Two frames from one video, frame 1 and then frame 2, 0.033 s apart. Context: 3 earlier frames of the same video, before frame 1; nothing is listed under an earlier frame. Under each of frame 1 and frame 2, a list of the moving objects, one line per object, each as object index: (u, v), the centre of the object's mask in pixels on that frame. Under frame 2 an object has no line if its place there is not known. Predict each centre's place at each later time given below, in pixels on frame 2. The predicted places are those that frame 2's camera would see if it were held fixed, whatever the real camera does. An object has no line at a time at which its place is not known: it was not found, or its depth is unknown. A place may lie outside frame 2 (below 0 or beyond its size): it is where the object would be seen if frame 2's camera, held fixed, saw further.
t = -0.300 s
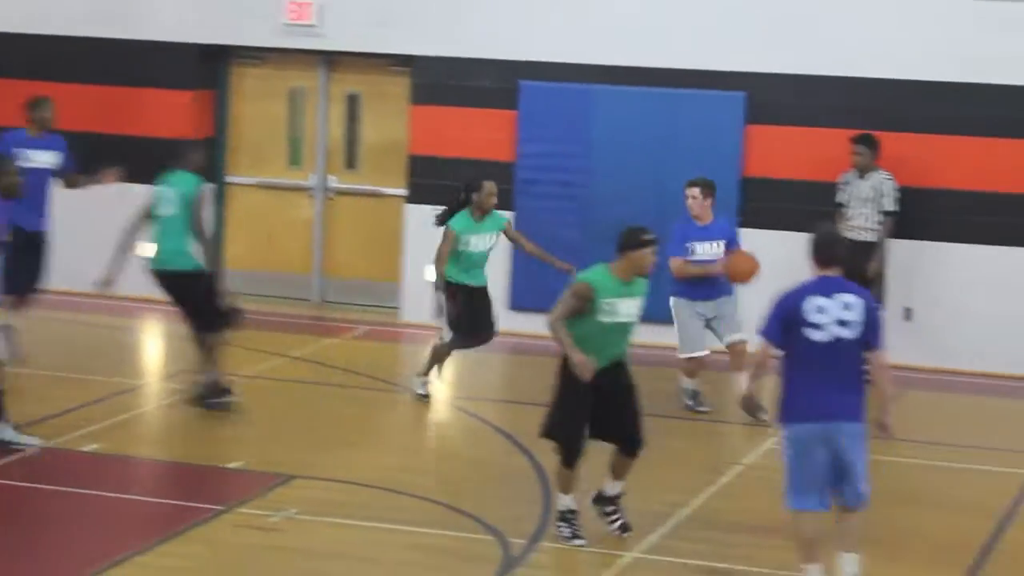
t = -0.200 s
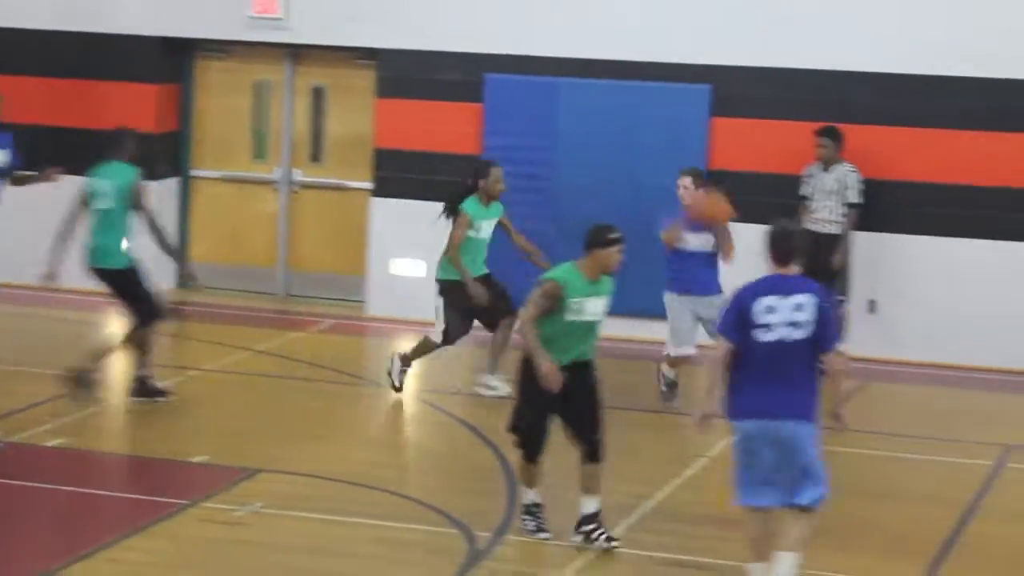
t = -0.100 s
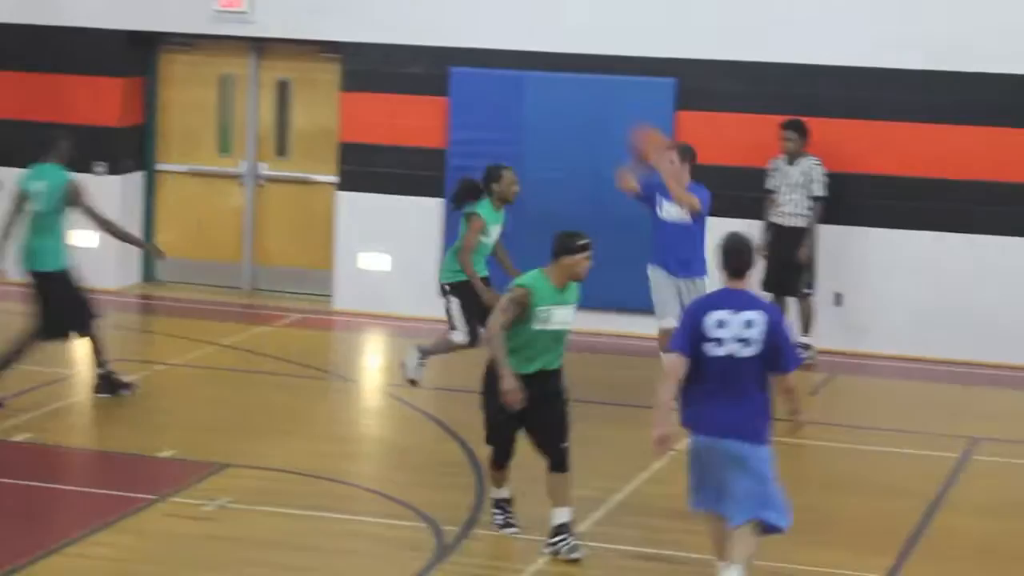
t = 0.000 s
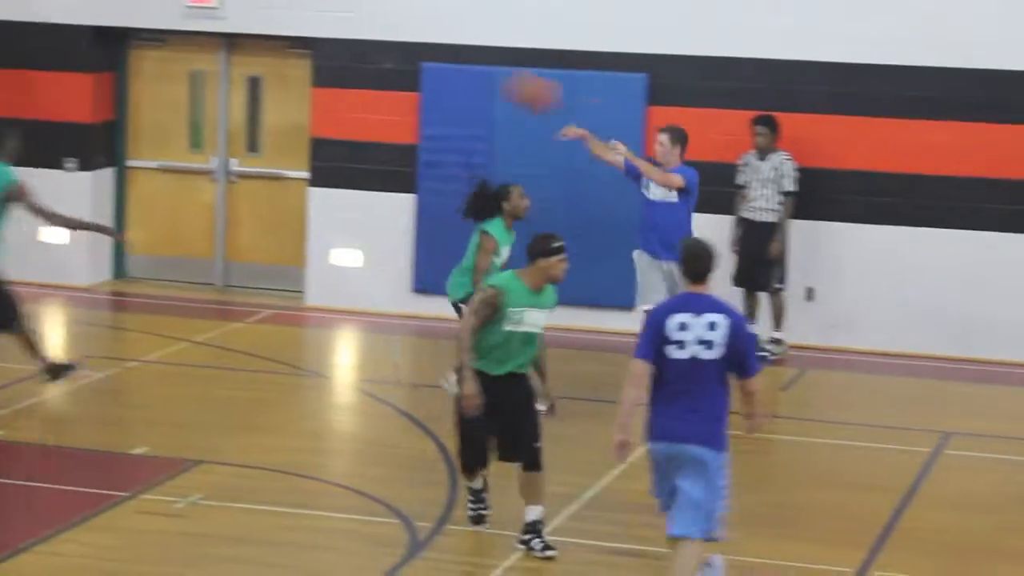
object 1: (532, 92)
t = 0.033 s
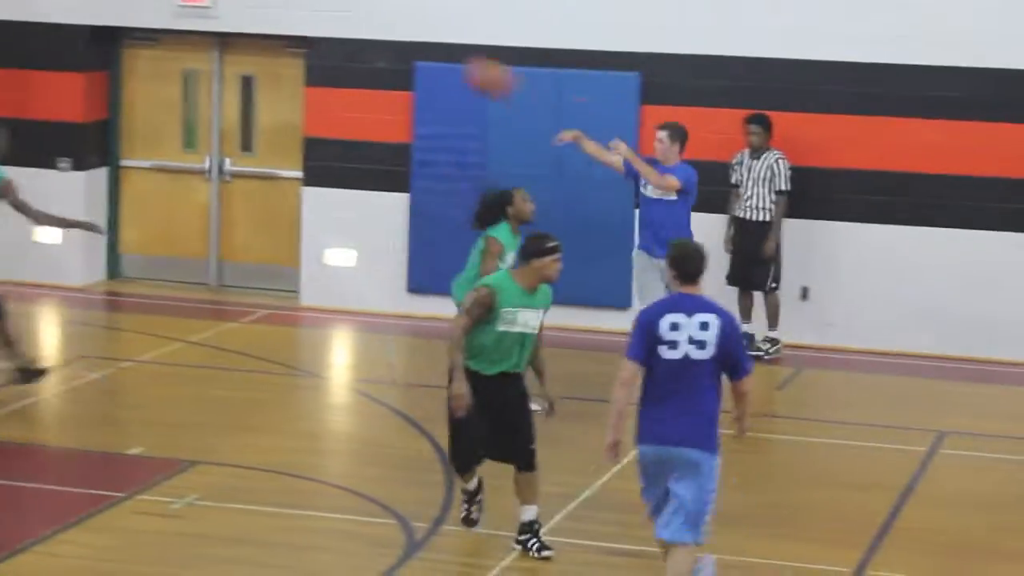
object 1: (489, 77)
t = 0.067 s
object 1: (452, 64)
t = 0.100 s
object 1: (411, 55)
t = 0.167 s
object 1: (333, 40)
